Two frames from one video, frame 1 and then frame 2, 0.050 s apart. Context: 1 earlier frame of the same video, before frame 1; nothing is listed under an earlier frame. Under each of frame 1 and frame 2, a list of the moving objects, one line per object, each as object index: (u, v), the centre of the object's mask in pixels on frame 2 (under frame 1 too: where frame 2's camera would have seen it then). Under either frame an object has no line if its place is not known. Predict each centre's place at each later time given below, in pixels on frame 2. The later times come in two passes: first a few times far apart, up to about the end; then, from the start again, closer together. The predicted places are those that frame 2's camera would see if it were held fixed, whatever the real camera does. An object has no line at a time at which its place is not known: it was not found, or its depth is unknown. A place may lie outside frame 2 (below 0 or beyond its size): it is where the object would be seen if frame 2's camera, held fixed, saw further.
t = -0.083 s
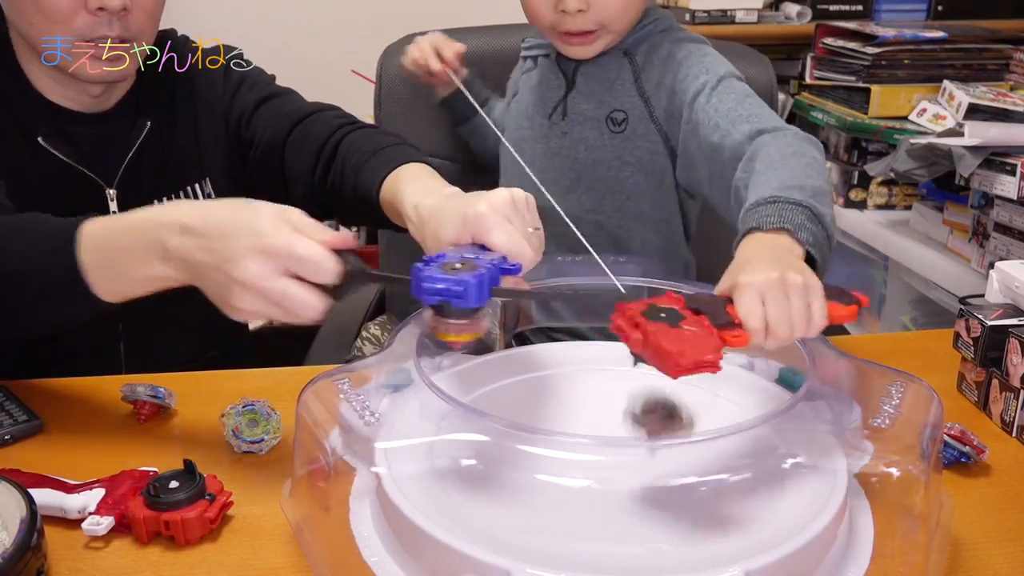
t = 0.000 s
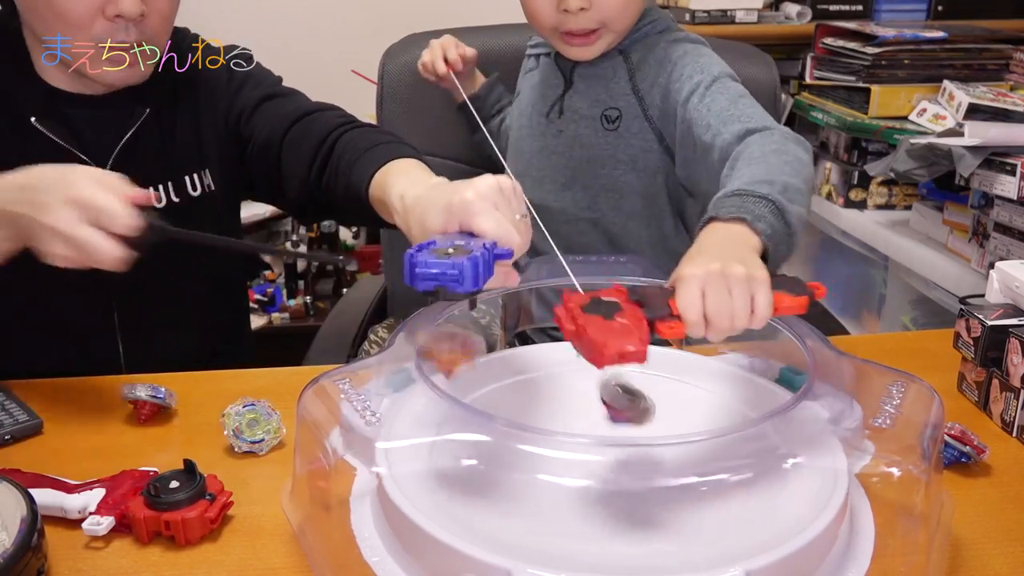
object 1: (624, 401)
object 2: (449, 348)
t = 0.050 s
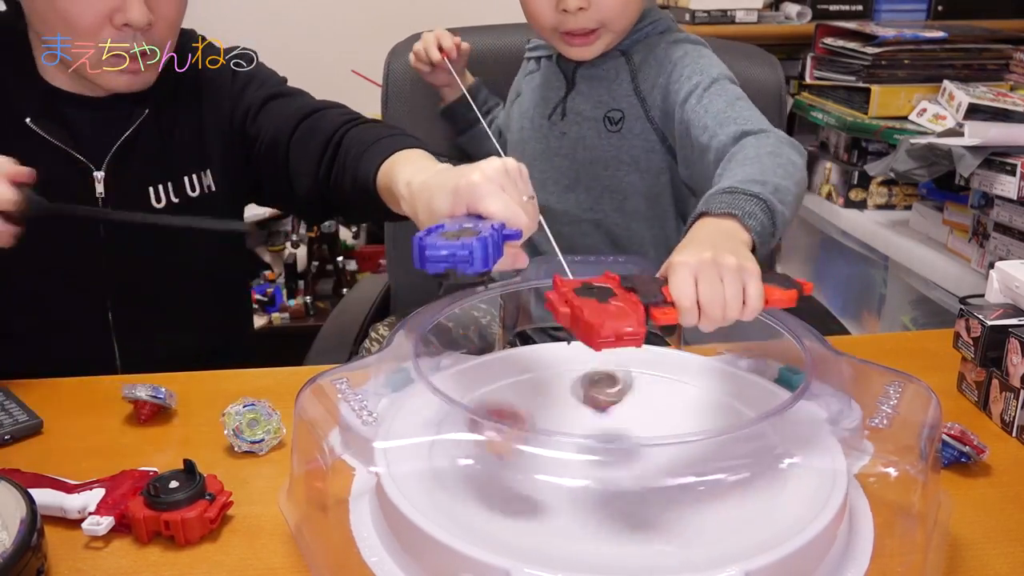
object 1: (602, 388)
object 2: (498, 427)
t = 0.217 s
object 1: (555, 383)
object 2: (730, 486)
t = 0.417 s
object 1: (568, 411)
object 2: (764, 422)
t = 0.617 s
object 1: (601, 453)
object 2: (673, 385)
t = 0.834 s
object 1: (620, 484)
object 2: (588, 405)
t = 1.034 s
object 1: (625, 496)
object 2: (556, 450)
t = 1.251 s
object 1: (688, 499)
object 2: (531, 466)
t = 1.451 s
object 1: (713, 480)
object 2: (548, 460)
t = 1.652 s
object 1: (672, 453)
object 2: (584, 453)
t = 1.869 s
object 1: (700, 408)
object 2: (505, 438)
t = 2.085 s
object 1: (689, 412)
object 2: (497, 435)
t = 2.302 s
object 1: (639, 449)
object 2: (564, 444)
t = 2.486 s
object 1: (642, 467)
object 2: (557, 430)
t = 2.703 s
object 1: (618, 465)
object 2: (563, 413)
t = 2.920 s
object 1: (590, 460)
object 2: (582, 414)
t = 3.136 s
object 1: (583, 461)
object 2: (621, 409)
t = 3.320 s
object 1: (588, 450)
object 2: (651, 402)
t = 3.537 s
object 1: (608, 450)
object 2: (660, 410)
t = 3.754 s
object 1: (593, 464)
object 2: (651, 434)
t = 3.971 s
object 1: (546, 465)
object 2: (691, 447)
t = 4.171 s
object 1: (581, 454)
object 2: (688, 456)
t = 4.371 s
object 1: (604, 438)
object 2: (668, 478)
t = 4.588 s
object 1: (600, 424)
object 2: (651, 495)
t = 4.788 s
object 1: (609, 426)
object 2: (612, 490)
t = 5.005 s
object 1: (628, 449)
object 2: (540, 474)
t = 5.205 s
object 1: (629, 452)
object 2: (503, 459)
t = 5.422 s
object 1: (630, 468)
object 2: (523, 447)
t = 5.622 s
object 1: (627, 468)
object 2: (572, 422)
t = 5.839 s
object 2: (606, 409)
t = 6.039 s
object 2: (620, 403)
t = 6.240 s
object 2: (632, 409)
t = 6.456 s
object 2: (675, 410)
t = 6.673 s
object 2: (721, 410)
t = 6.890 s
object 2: (728, 441)
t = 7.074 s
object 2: (688, 475)
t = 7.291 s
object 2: (611, 493)
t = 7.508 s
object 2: (551, 483)
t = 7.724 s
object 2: (524, 455)
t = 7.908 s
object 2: (513, 433)
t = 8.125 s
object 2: (556, 424)
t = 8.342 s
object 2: (599, 407)
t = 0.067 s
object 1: (594, 391)
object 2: (518, 464)
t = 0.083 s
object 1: (589, 399)
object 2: (543, 482)
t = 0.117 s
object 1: (575, 396)
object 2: (592, 477)
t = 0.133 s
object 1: (573, 391)
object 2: (617, 478)
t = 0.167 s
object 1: (563, 384)
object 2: (666, 492)
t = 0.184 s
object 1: (562, 383)
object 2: (687, 488)
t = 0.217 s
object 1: (555, 383)
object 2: (730, 486)
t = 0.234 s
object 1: (556, 384)
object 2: (749, 482)
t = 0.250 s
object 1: (552, 384)
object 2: (767, 478)
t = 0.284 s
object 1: (557, 387)
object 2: (785, 463)
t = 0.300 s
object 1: (554, 389)
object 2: (785, 454)
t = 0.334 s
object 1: (558, 394)
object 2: (787, 446)
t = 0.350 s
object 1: (557, 398)
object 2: (784, 443)
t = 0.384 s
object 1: (561, 405)
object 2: (775, 432)
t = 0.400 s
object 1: (563, 408)
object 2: (769, 426)
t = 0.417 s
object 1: (568, 411)
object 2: (764, 422)
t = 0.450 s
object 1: (570, 416)
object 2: (747, 406)
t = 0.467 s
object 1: (576, 418)
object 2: (741, 403)
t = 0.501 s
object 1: (578, 422)
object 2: (729, 399)
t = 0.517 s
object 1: (585, 424)
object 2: (721, 397)
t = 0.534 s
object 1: (588, 426)
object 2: (713, 393)
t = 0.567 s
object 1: (599, 435)
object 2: (697, 389)
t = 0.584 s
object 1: (602, 438)
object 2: (689, 387)
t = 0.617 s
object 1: (601, 453)
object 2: (673, 385)
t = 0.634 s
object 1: (600, 456)
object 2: (665, 385)
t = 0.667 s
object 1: (608, 462)
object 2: (650, 386)
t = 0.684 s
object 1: (607, 466)
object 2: (643, 386)
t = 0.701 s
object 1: (608, 467)
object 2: (636, 388)
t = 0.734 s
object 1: (614, 472)
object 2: (623, 391)
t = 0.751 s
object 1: (614, 474)
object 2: (616, 393)
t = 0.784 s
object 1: (617, 479)
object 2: (604, 397)
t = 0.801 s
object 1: (618, 480)
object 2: (598, 400)
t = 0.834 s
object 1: (620, 484)
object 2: (588, 405)
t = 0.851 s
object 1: (621, 485)
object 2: (583, 408)
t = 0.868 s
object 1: (621, 487)
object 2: (579, 411)
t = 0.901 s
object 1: (622, 490)
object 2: (572, 416)
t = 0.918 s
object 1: (622, 491)
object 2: (568, 418)
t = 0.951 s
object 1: (624, 493)
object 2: (564, 421)
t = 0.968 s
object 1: (624, 494)
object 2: (560, 430)
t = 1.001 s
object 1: (625, 496)
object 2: (557, 434)
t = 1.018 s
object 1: (625, 496)
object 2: (555, 444)
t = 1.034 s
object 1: (625, 496)
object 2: (556, 450)
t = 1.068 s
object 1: (626, 496)
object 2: (556, 459)
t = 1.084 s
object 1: (625, 495)
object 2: (558, 464)
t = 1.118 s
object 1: (625, 494)
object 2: (563, 474)
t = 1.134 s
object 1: (632, 494)
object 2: (559, 472)
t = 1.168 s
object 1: (654, 499)
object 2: (548, 471)
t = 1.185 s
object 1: (661, 500)
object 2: (543, 470)
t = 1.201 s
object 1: (669, 500)
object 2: (539, 468)
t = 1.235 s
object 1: (684, 500)
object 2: (533, 467)
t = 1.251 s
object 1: (688, 499)
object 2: (531, 466)
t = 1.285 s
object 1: (697, 498)
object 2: (530, 464)
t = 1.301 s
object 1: (701, 497)
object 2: (530, 463)
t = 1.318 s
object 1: (706, 496)
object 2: (530, 463)
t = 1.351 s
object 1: (711, 493)
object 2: (532, 461)
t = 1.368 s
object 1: (712, 490)
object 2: (534, 461)
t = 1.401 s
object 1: (715, 487)
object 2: (539, 460)
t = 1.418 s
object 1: (714, 484)
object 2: (542, 461)
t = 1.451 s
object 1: (713, 480)
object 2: (548, 460)
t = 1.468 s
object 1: (711, 478)
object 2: (550, 460)
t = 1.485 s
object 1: (711, 476)
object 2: (553, 459)
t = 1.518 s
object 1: (704, 472)
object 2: (559, 459)
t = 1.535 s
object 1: (700, 469)
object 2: (563, 459)
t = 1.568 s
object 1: (693, 464)
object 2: (569, 459)
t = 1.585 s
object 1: (690, 464)
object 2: (572, 458)
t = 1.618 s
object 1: (681, 460)
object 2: (578, 456)
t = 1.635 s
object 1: (678, 460)
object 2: (582, 454)
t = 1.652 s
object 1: (672, 453)
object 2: (584, 453)
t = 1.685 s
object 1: (658, 447)
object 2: (590, 452)
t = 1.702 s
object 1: (653, 443)
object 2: (592, 452)
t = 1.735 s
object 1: (658, 434)
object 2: (580, 450)
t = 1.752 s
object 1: (666, 429)
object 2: (569, 448)
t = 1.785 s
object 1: (682, 419)
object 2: (546, 447)
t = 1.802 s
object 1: (687, 416)
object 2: (536, 445)
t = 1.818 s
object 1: (693, 414)
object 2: (527, 443)
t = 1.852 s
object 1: (698, 410)
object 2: (511, 439)
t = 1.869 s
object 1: (700, 408)
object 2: (505, 438)
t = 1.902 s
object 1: (705, 406)
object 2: (496, 435)
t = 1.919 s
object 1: (703, 407)
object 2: (493, 434)
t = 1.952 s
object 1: (705, 404)
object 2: (489, 433)
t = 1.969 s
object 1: (702, 406)
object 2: (488, 433)
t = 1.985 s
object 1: (700, 406)
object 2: (488, 433)
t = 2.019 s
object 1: (698, 407)
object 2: (488, 433)
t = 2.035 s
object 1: (694, 409)
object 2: (489, 433)
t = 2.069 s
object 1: (691, 411)
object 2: (494, 434)
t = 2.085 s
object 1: (689, 412)
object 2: (497, 435)
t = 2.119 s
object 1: (679, 416)
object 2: (504, 437)
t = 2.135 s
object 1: (679, 417)
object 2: (508, 437)
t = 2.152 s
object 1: (677, 418)
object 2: (513, 438)
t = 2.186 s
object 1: (666, 424)
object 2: (526, 441)
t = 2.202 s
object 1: (665, 430)
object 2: (532, 442)
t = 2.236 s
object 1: (656, 437)
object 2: (545, 443)
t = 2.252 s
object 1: (650, 439)
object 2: (552, 444)
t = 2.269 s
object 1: (647, 448)
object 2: (558, 445)
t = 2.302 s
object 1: (639, 449)
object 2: (564, 444)
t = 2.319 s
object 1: (641, 451)
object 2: (563, 443)
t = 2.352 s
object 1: (641, 464)
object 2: (560, 441)
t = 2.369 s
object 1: (644, 461)
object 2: (559, 440)
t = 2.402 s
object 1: (645, 462)
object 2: (557, 437)
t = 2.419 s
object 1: (643, 465)
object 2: (557, 435)
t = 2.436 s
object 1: (646, 467)
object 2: (556, 431)
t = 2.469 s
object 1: (644, 465)
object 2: (557, 432)
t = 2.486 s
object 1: (642, 467)
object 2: (557, 430)
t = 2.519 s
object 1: (642, 467)
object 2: (556, 425)
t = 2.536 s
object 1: (640, 464)
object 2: (557, 426)
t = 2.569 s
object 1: (635, 464)
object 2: (556, 422)
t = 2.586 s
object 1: (637, 469)
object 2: (556, 421)
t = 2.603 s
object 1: (634, 464)
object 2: (558, 416)
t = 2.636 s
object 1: (630, 469)
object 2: (559, 414)
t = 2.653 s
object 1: (625, 470)
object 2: (560, 414)
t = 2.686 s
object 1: (623, 464)
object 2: (561, 413)
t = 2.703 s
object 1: (618, 465)
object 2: (563, 413)
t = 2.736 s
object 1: (616, 463)
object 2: (565, 412)
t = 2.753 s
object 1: (614, 461)
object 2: (566, 412)
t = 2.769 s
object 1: (609, 461)
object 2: (567, 412)
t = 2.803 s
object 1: (607, 458)
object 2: (570, 412)
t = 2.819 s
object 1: (603, 459)
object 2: (572, 412)
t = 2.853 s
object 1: (599, 458)
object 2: (575, 413)
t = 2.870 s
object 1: (596, 456)
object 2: (576, 412)
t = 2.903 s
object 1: (593, 461)
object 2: (580, 414)
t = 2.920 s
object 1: (590, 460)
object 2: (582, 414)
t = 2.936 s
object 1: (590, 460)
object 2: (584, 414)
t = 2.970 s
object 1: (592, 461)
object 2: (588, 415)
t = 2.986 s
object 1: (588, 461)
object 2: (590, 415)
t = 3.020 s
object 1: (591, 461)
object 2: (596, 415)
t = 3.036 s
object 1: (592, 460)
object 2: (599, 414)
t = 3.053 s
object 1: (592, 460)
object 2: (603, 413)
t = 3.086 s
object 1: (583, 463)
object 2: (611, 412)
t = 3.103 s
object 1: (585, 462)
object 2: (614, 411)
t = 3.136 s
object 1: (583, 461)
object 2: (621, 409)
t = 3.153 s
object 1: (584, 462)
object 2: (625, 408)
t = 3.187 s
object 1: (584, 454)
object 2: (632, 406)
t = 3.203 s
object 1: (584, 454)
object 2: (635, 406)
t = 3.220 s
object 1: (584, 453)
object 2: (638, 405)
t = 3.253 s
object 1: (586, 452)
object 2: (643, 404)
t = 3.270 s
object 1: (589, 452)
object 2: (645, 403)
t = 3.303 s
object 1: (588, 453)
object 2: (649, 402)
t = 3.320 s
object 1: (588, 450)
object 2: (651, 402)
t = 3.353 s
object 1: (595, 449)
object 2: (654, 402)
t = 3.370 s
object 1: (596, 448)
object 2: (655, 403)
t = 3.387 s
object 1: (598, 448)
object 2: (656, 403)
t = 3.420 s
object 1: (600, 449)
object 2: (658, 404)
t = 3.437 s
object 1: (605, 448)
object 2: (659, 405)
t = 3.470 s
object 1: (602, 450)
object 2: (660, 406)
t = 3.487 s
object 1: (604, 449)
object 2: (661, 406)
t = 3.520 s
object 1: (609, 451)
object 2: (660, 409)
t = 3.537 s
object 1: (608, 450)
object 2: (660, 410)
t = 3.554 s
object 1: (610, 452)
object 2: (660, 412)
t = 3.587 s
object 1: (609, 455)
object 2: (659, 415)
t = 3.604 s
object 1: (610, 460)
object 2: (658, 415)
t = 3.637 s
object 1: (607, 462)
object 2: (656, 418)
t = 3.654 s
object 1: (607, 462)
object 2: (655, 419)
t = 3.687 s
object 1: (605, 463)
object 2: (653, 421)
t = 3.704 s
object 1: (602, 464)
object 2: (652, 429)
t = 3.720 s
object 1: (601, 464)
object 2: (651, 430)
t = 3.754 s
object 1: (593, 464)
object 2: (651, 434)
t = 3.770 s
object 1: (590, 465)
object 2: (654, 437)
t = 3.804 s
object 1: (573, 471)
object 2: (662, 438)
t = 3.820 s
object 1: (567, 471)
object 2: (665, 438)
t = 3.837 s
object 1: (562, 469)
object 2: (669, 439)
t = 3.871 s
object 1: (553, 472)
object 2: (675, 442)
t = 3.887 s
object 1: (550, 471)
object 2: (679, 443)
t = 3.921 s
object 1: (547, 472)
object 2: (685, 444)
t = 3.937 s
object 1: (545, 469)
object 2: (687, 445)
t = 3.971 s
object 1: (546, 465)
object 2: (691, 447)
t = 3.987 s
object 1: (546, 464)
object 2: (692, 448)
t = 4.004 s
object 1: (548, 464)
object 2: (694, 449)
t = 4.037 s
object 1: (552, 461)
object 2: (696, 450)
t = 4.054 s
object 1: (557, 460)
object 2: (696, 451)
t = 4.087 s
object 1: (562, 458)
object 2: (695, 452)
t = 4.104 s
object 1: (565, 457)
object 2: (694, 453)
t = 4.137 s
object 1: (572, 458)
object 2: (691, 455)
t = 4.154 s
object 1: (577, 457)
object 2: (690, 456)
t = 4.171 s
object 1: (581, 454)
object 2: (688, 456)
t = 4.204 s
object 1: (584, 452)
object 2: (682, 463)
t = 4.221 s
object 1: (586, 453)
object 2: (680, 464)
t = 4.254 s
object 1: (598, 451)
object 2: (673, 465)
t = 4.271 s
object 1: (601, 450)
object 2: (669, 466)
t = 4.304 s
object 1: (601, 450)
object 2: (667, 469)
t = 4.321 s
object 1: (600, 445)
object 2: (668, 470)
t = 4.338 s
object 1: (597, 443)
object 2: (668, 472)
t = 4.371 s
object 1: (604, 438)
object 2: (668, 478)
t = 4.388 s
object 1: (603, 439)
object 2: (668, 480)
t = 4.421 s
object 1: (595, 438)
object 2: (667, 483)
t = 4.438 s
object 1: (592, 428)
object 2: (666, 485)
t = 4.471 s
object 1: (592, 427)
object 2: (664, 488)
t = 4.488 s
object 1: (592, 427)
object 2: (663, 489)
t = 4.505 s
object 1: (590, 426)
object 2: (661, 491)
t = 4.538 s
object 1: (594, 423)
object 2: (657, 493)
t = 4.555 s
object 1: (597, 424)
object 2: (655, 494)
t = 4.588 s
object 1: (600, 424)
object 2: (651, 495)
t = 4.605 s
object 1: (599, 423)
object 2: (648, 495)
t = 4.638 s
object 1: (601, 423)
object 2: (642, 496)
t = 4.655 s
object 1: (602, 422)
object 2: (639, 496)
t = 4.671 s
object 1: (605, 424)
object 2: (636, 496)
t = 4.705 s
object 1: (611, 424)
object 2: (629, 495)
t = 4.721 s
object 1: (609, 424)
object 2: (626, 493)
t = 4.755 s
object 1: (607, 426)
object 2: (619, 492)
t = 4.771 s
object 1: (608, 425)
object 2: (615, 491)
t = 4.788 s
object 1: (609, 426)
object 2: (612, 490)
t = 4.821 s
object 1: (615, 436)
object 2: (604, 487)
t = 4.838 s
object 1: (614, 435)
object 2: (601, 485)
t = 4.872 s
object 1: (612, 438)
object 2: (592, 481)
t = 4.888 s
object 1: (613, 438)
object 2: (587, 480)
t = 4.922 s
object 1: (616, 440)
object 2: (577, 477)
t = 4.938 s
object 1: (619, 438)
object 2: (570, 477)
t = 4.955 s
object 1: (621, 448)
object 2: (560, 477)
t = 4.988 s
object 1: (625, 447)
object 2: (546, 475)
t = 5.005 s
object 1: (628, 449)
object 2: (540, 474)
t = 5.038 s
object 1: (629, 449)
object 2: (530, 472)
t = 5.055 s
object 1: (631, 448)
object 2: (526, 470)
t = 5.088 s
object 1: (631, 449)
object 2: (518, 467)
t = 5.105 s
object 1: (632, 448)
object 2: (514, 466)
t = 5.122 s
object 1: (632, 448)
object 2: (512, 465)
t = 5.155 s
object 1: (632, 449)
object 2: (507, 462)
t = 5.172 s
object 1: (631, 449)
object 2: (506, 461)
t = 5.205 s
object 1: (629, 452)
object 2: (503, 459)
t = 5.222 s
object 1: (629, 455)
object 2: (502, 457)
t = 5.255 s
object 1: (627, 459)
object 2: (503, 455)
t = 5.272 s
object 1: (627, 460)
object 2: (504, 454)
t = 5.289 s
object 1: (627, 459)
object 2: (505, 453)
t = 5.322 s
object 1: (626, 467)
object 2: (508, 451)
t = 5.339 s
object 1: (627, 467)
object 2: (509, 449)
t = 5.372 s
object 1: (629, 468)
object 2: (513, 447)
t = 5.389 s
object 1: (629, 468)
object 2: (516, 447)
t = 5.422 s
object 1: (630, 468)
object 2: (523, 447)
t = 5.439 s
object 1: (630, 468)
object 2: (525, 441)
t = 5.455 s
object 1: (630, 468)
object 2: (530, 439)
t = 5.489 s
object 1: (630, 468)
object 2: (538, 437)
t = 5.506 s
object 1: (630, 469)
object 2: (543, 435)
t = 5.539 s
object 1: (630, 468)
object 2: (552, 432)
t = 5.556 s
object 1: (629, 468)
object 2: (557, 431)
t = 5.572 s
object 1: (629, 467)
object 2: (562, 431)
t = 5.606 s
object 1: (629, 467)
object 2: (569, 429)
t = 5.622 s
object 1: (627, 468)
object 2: (572, 422)
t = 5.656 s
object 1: (626, 467)
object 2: (579, 419)
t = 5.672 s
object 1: (625, 466)
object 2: (583, 419)
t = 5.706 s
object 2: (589, 417)
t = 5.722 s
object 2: (591, 417)
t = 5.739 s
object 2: (594, 416)
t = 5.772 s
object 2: (599, 414)
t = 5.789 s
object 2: (600, 412)
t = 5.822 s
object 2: (603, 410)
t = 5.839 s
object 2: (606, 409)
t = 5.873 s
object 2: (608, 407)
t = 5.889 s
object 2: (610, 406)
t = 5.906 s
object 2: (611, 406)
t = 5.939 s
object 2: (614, 405)
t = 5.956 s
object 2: (615, 404)
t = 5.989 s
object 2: (616, 403)
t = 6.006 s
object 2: (618, 403)
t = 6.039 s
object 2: (620, 403)
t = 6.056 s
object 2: (620, 402)
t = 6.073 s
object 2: (621, 403)
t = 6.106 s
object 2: (623, 403)
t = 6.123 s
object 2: (624, 403)
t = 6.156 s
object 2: (626, 405)
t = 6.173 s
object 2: (627, 405)
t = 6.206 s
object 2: (629, 407)
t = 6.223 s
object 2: (631, 407)
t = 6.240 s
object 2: (632, 409)
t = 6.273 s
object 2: (635, 411)
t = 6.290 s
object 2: (637, 411)
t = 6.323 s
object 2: (640, 413)
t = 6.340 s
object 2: (642, 414)
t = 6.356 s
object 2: (645, 415)
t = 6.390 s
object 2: (655, 414)
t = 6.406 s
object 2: (661, 413)
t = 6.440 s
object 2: (670, 412)
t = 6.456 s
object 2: (675, 410)
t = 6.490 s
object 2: (683, 409)
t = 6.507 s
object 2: (689, 410)
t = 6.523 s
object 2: (692, 408)
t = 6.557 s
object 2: (700, 408)
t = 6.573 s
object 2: (704, 408)
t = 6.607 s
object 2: (711, 410)
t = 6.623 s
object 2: (714, 408)
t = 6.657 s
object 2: (719, 410)
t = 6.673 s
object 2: (721, 410)
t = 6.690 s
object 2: (724, 415)
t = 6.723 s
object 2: (728, 418)
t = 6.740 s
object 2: (729, 420)
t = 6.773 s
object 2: (731, 424)
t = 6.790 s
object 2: (732, 426)
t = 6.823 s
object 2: (732, 431)
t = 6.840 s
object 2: (731, 433)
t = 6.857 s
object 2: (731, 435)
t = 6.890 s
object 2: (728, 441)
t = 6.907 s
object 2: (726, 443)
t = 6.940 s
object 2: (722, 449)
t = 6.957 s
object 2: (719, 452)
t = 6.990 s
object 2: (712, 459)
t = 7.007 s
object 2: (709, 463)
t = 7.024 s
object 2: (703, 466)
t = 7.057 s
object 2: (695, 471)
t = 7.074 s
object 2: (688, 475)
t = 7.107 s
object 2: (677, 480)
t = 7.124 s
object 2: (672, 482)
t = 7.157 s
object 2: (660, 485)
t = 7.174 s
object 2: (653, 487)
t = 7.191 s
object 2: (647, 488)
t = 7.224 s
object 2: (635, 491)
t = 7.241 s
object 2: (629, 492)
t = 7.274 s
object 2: (618, 494)
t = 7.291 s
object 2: (611, 493)
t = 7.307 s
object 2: (607, 494)
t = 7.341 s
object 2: (595, 495)
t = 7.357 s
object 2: (590, 494)
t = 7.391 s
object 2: (582, 492)
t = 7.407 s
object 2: (576, 491)
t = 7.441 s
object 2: (566, 489)
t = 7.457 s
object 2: (562, 487)
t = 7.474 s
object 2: (558, 486)
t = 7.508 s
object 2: (551, 483)
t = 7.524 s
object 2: (548, 481)
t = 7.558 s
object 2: (542, 477)
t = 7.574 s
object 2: (540, 476)
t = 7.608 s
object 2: (536, 472)
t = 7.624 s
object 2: (535, 471)
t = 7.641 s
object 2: (534, 469)
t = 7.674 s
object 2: (533, 466)
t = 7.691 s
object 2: (529, 463)
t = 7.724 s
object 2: (524, 455)
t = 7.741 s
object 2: (520, 452)
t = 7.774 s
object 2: (516, 449)
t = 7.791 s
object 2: (515, 448)
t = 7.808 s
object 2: (512, 447)
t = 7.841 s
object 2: (510, 445)
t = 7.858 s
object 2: (511, 444)
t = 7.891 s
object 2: (511, 435)
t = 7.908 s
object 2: (513, 433)
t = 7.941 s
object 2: (518, 431)
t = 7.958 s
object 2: (522, 429)
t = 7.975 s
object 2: (524, 429)
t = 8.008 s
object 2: (530, 427)
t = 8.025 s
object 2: (534, 427)
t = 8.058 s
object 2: (541, 427)
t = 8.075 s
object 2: (545, 425)
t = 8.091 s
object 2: (548, 425)
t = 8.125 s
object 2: (556, 424)
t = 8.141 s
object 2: (559, 423)
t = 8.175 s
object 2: (566, 414)
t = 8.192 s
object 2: (569, 414)
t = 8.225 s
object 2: (575, 413)
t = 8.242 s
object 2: (579, 411)
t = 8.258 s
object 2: (583, 411)
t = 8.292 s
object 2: (590, 411)
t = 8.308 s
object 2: (592, 410)
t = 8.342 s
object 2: (599, 407)
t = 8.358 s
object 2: (602, 407)
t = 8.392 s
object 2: (608, 405)
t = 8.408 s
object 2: (609, 403)
